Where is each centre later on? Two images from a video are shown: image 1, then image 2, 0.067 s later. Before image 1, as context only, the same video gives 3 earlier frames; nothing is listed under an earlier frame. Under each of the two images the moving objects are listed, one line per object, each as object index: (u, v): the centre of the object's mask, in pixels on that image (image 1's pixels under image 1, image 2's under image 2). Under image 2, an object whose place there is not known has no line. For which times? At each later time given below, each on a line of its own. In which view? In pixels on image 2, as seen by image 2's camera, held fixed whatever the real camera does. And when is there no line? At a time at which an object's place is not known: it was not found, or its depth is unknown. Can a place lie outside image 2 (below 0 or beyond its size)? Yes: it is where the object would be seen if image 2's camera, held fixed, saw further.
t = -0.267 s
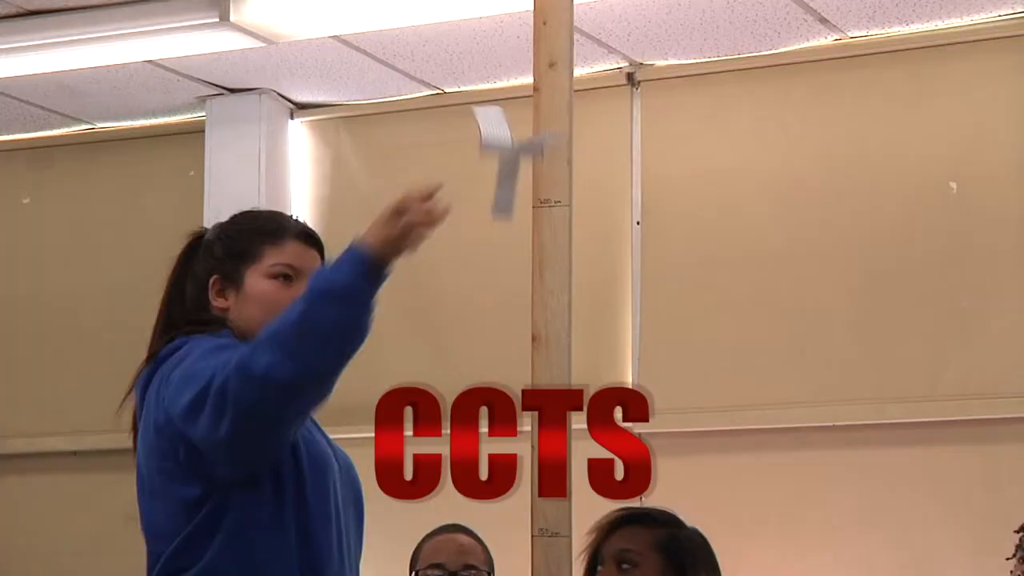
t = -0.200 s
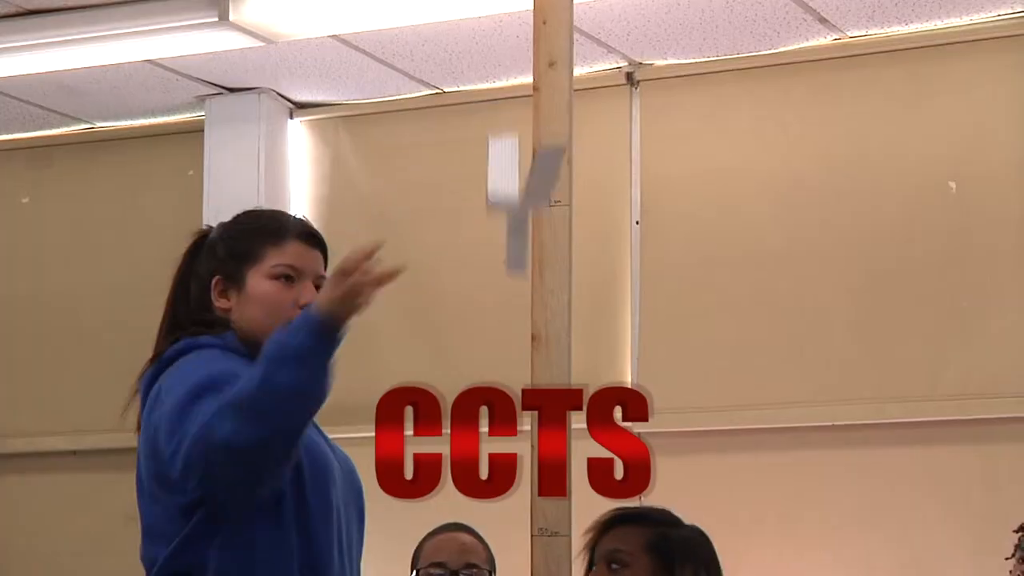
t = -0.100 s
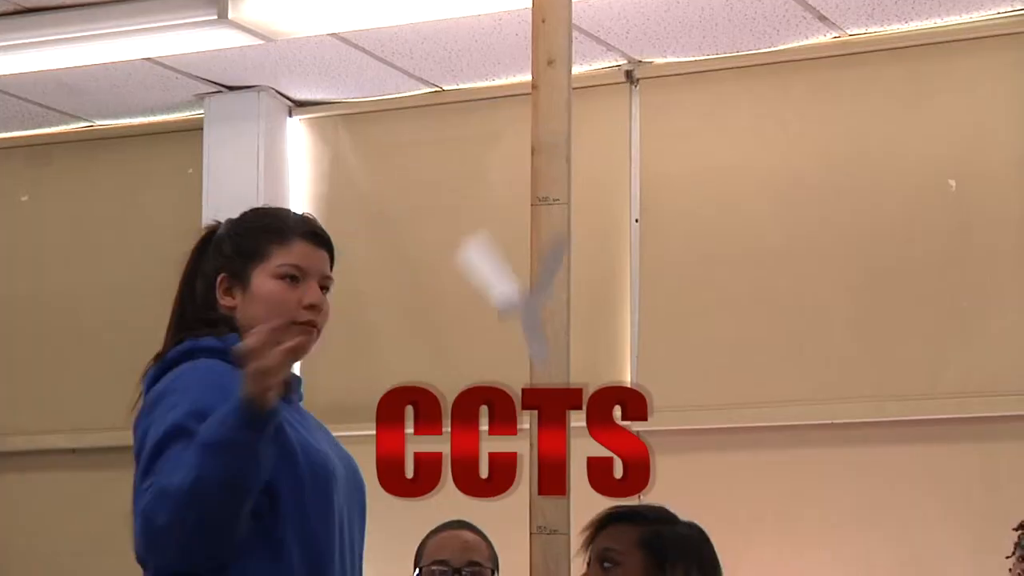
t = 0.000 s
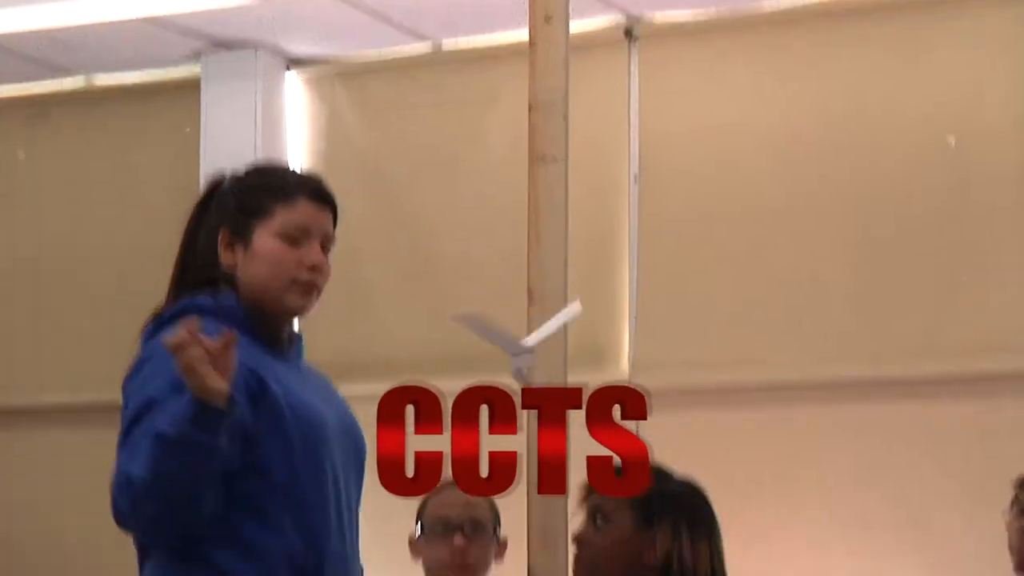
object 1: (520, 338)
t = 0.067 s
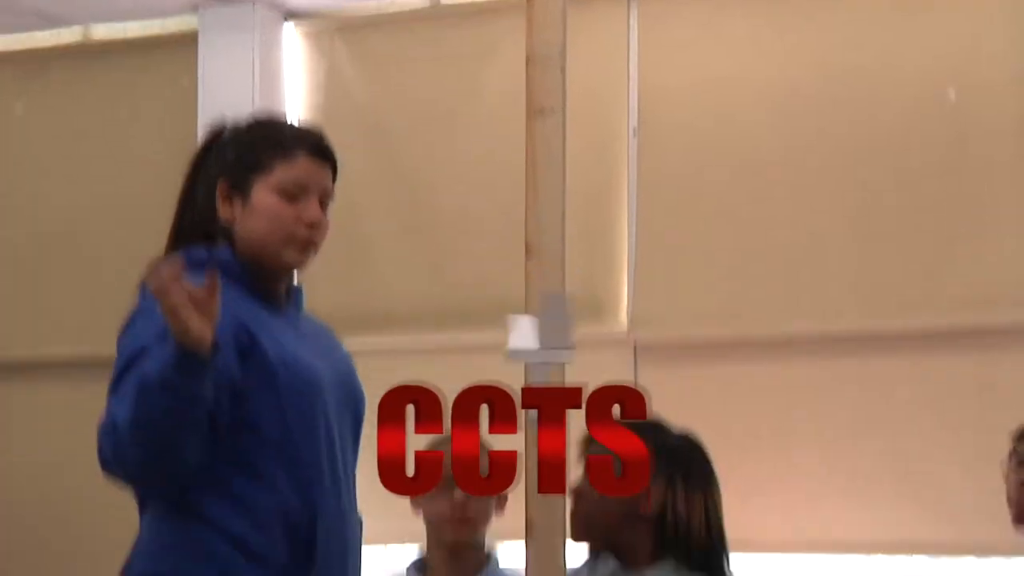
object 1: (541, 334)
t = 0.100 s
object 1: (565, 367)
